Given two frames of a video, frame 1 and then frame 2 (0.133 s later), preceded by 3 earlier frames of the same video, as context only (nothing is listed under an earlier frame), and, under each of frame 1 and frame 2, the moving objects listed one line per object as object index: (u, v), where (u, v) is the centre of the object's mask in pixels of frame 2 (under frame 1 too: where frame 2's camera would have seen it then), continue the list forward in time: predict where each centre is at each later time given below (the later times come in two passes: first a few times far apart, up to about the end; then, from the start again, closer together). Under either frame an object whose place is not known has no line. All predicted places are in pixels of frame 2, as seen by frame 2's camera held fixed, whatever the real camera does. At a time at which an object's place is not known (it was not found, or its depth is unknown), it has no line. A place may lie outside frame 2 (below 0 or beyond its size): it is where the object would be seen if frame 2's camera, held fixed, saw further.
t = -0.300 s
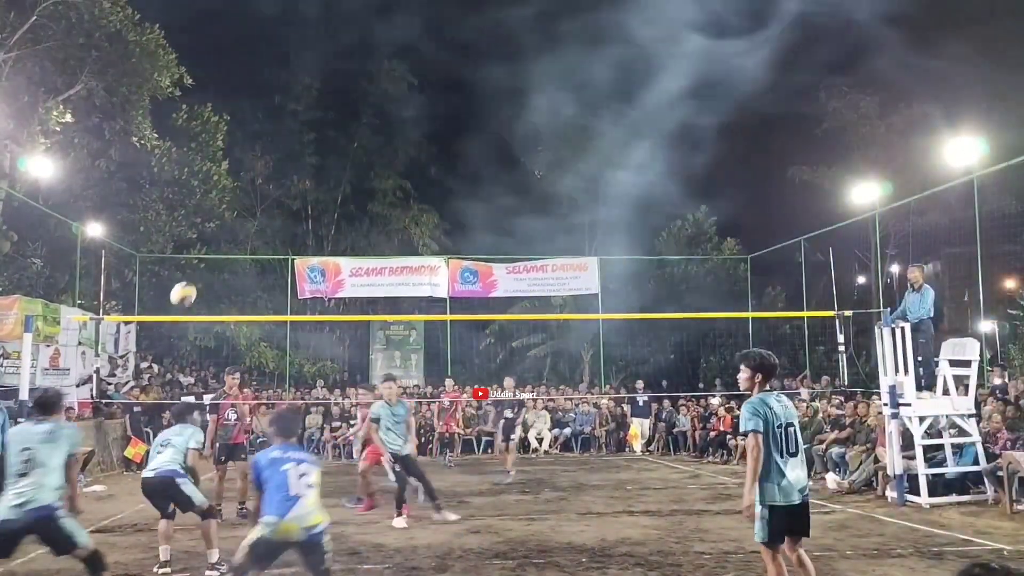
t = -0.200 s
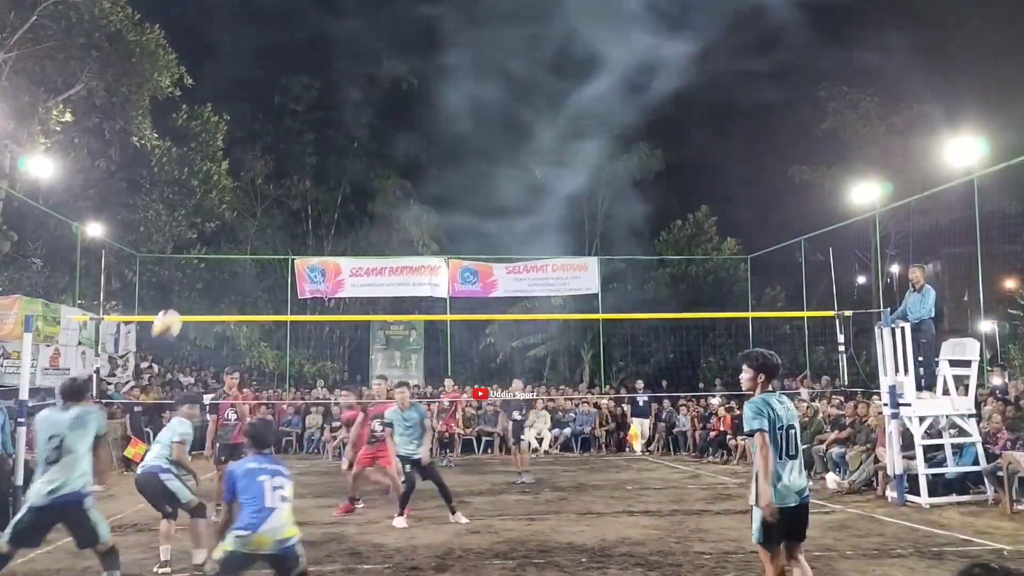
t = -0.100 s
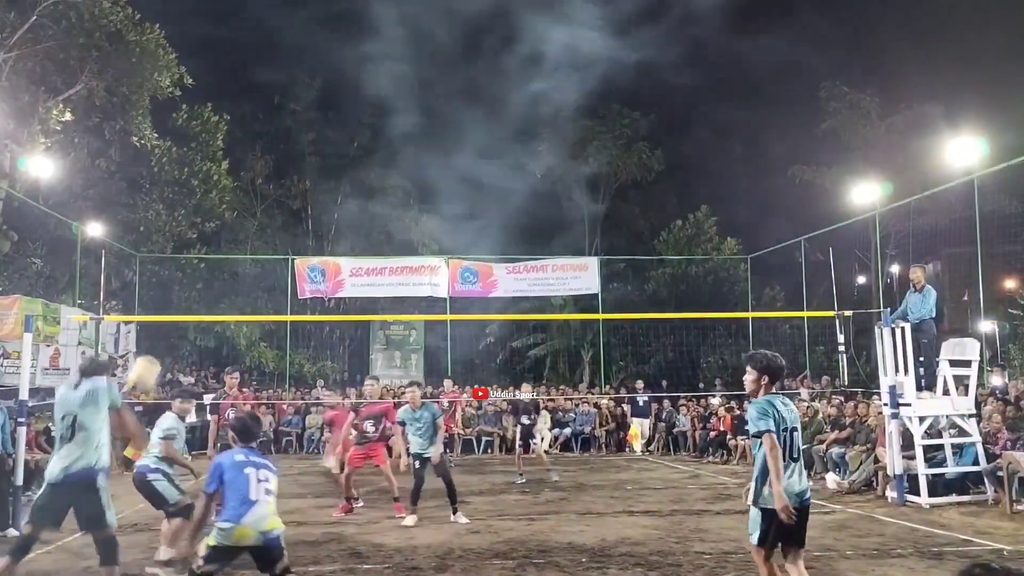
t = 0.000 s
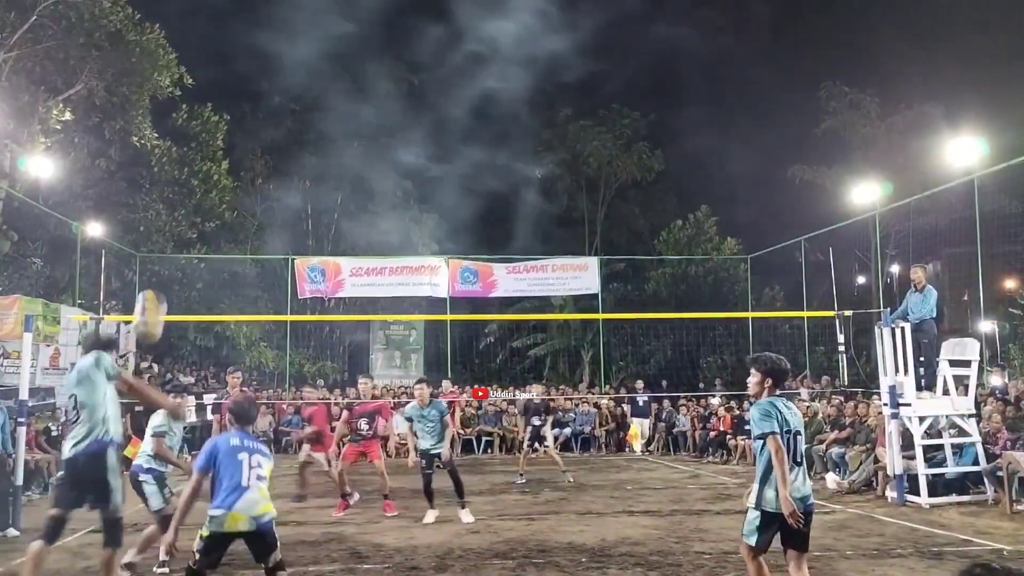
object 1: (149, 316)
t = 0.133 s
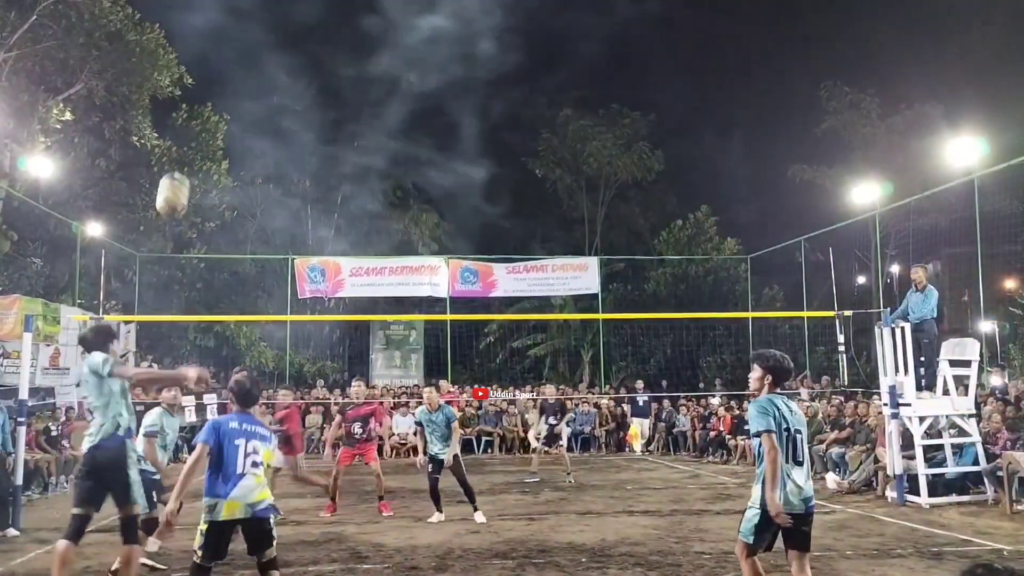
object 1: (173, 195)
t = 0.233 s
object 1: (188, 127)
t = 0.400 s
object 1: (210, 51)
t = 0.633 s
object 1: (235, 8)
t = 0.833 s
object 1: (254, 11)
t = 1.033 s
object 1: (270, 52)
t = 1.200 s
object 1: (281, 112)
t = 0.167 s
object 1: (178, 171)
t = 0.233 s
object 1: (188, 127)
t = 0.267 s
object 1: (193, 109)
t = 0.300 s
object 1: (197, 93)
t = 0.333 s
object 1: (202, 77)
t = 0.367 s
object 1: (206, 62)
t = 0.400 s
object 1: (210, 51)
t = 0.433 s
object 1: (214, 40)
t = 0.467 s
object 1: (218, 30)
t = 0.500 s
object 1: (221, 23)
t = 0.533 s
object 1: (224, 16)
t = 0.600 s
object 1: (232, 9)
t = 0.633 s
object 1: (235, 8)
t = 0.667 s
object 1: (238, 7)
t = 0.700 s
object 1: (242, 7)
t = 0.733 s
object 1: (245, 7)
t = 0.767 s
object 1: (248, 7)
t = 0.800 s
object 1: (251, 9)
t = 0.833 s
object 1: (254, 11)
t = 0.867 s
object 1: (256, 15)
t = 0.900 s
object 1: (259, 21)
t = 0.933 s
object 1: (262, 27)
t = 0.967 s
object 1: (265, 35)
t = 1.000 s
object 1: (267, 43)
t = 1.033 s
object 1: (270, 52)
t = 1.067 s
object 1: (272, 64)
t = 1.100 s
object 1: (274, 74)
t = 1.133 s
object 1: (277, 86)
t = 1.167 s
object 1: (279, 99)
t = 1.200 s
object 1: (281, 112)
